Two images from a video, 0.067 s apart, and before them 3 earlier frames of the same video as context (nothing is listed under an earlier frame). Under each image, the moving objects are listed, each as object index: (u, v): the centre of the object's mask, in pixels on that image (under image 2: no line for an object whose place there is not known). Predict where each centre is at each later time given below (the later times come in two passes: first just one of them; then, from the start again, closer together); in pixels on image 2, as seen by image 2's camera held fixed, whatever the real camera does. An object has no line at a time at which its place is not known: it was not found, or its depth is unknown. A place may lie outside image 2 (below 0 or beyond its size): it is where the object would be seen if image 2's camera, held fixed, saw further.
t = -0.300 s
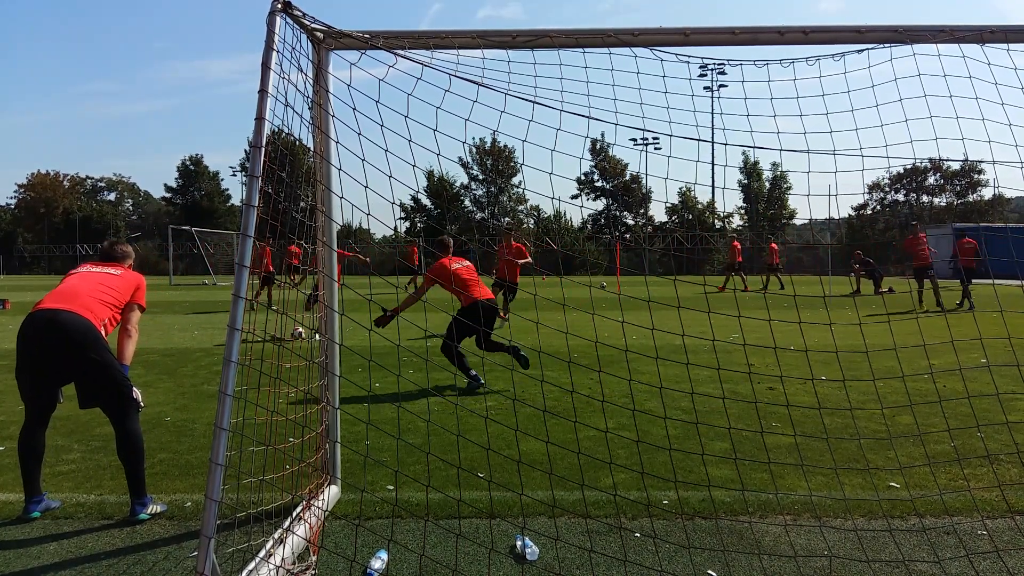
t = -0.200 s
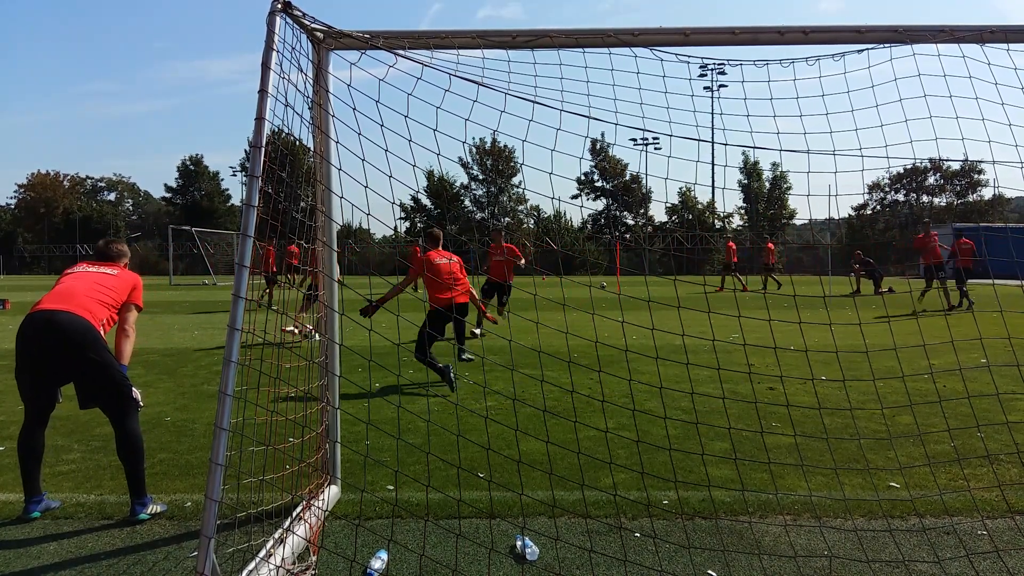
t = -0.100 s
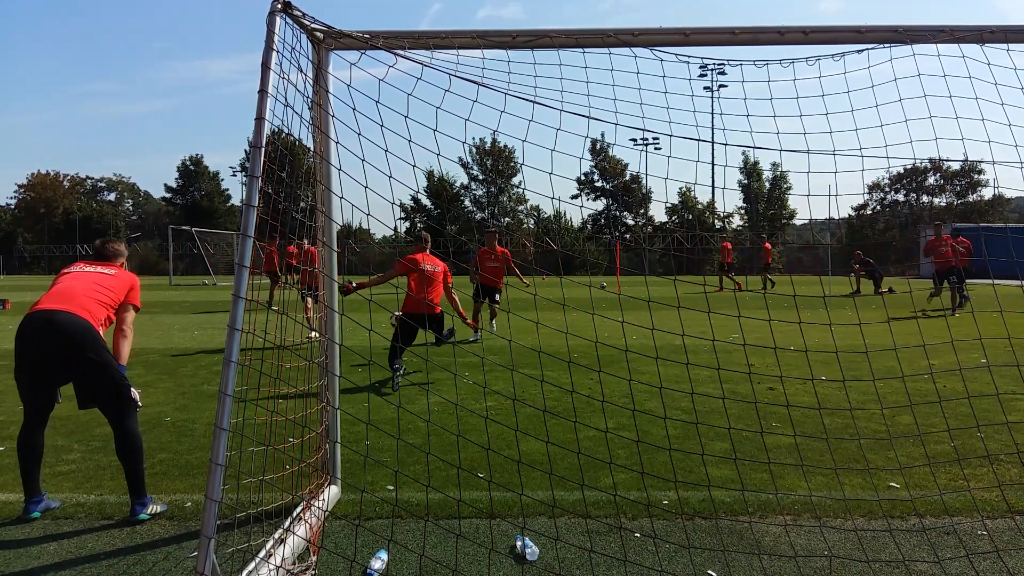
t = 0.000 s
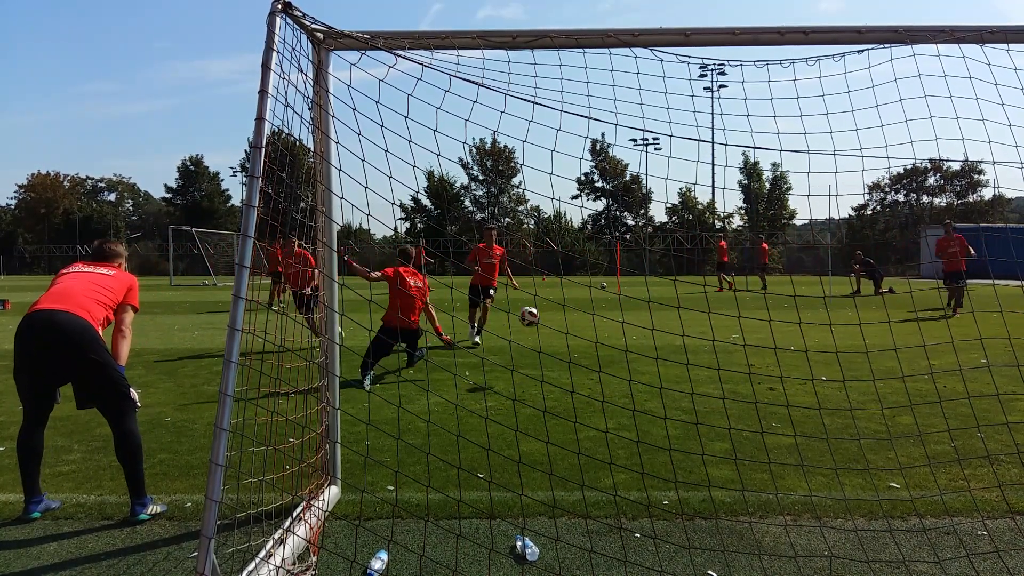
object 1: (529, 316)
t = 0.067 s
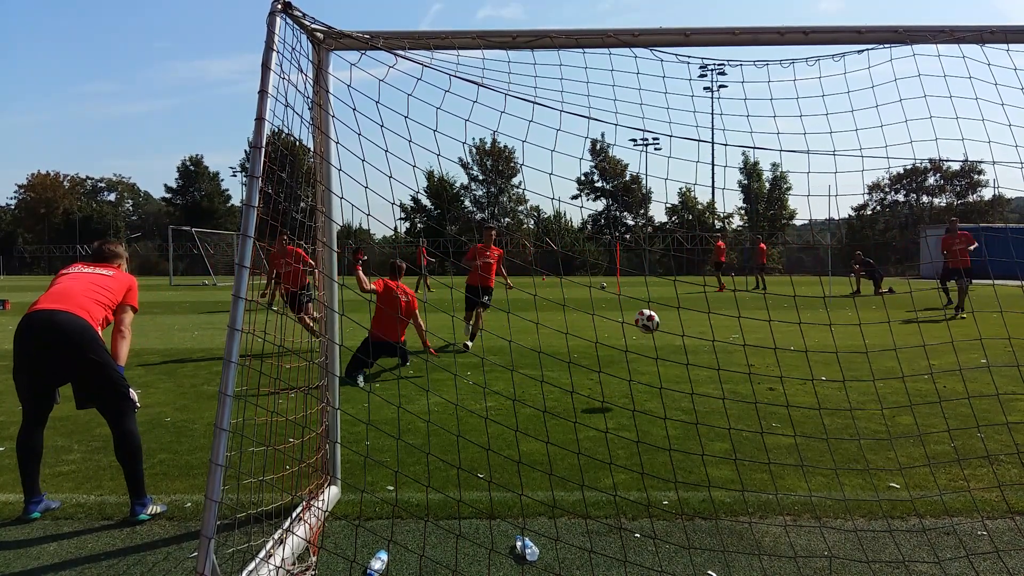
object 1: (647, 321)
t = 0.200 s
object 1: (1020, 362)
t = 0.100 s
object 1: (720, 327)
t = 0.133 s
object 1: (806, 335)
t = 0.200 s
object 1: (1020, 362)
